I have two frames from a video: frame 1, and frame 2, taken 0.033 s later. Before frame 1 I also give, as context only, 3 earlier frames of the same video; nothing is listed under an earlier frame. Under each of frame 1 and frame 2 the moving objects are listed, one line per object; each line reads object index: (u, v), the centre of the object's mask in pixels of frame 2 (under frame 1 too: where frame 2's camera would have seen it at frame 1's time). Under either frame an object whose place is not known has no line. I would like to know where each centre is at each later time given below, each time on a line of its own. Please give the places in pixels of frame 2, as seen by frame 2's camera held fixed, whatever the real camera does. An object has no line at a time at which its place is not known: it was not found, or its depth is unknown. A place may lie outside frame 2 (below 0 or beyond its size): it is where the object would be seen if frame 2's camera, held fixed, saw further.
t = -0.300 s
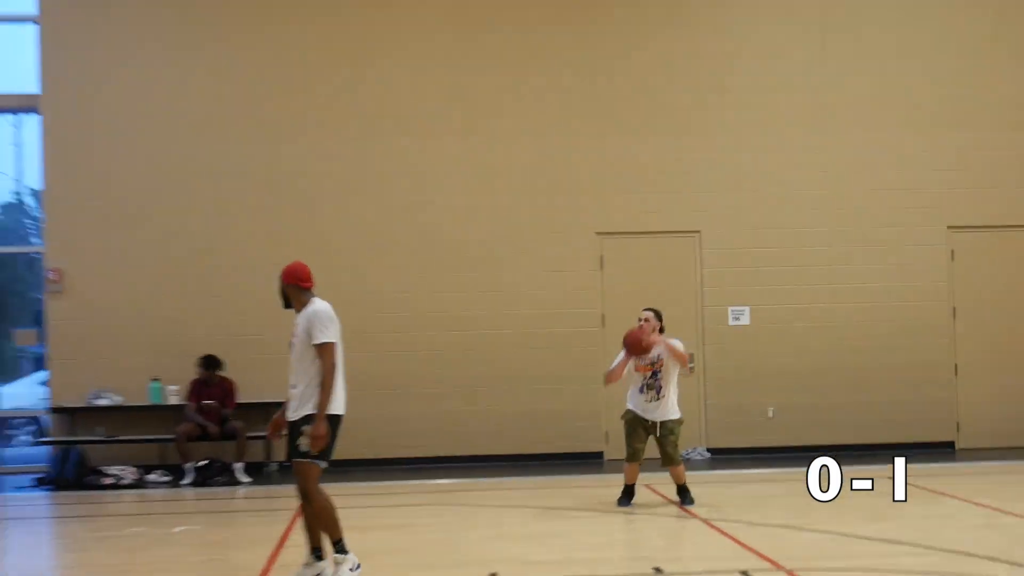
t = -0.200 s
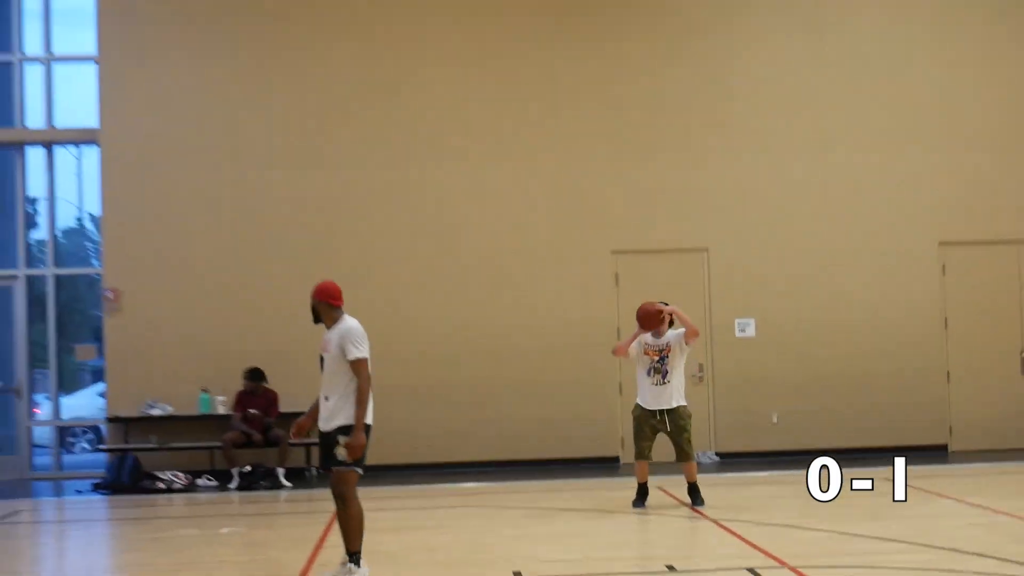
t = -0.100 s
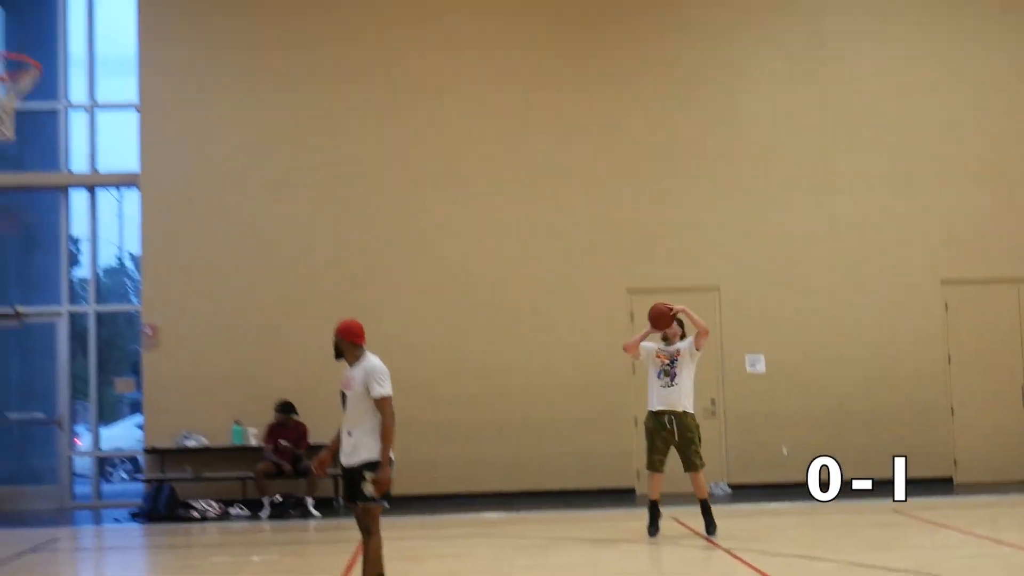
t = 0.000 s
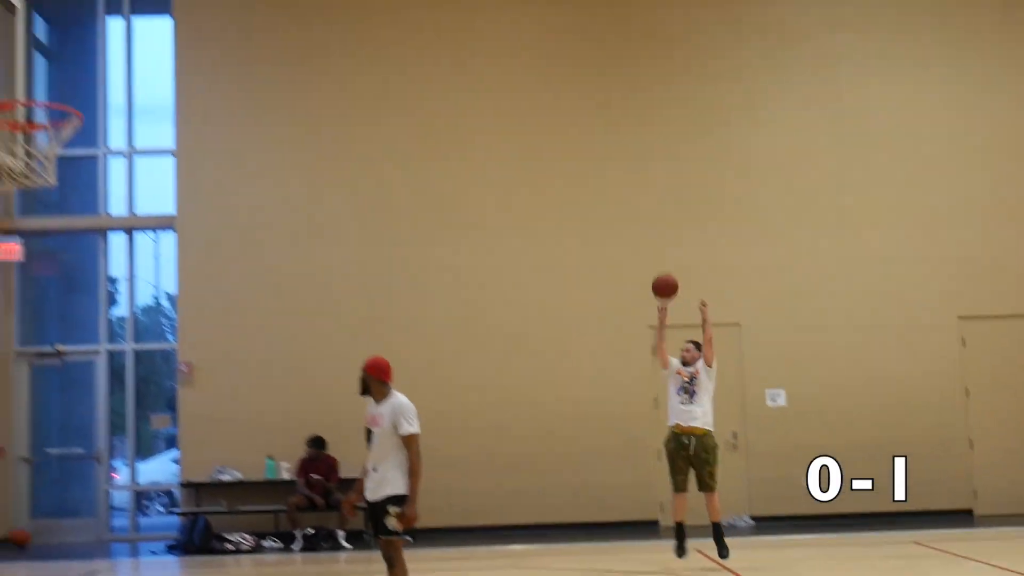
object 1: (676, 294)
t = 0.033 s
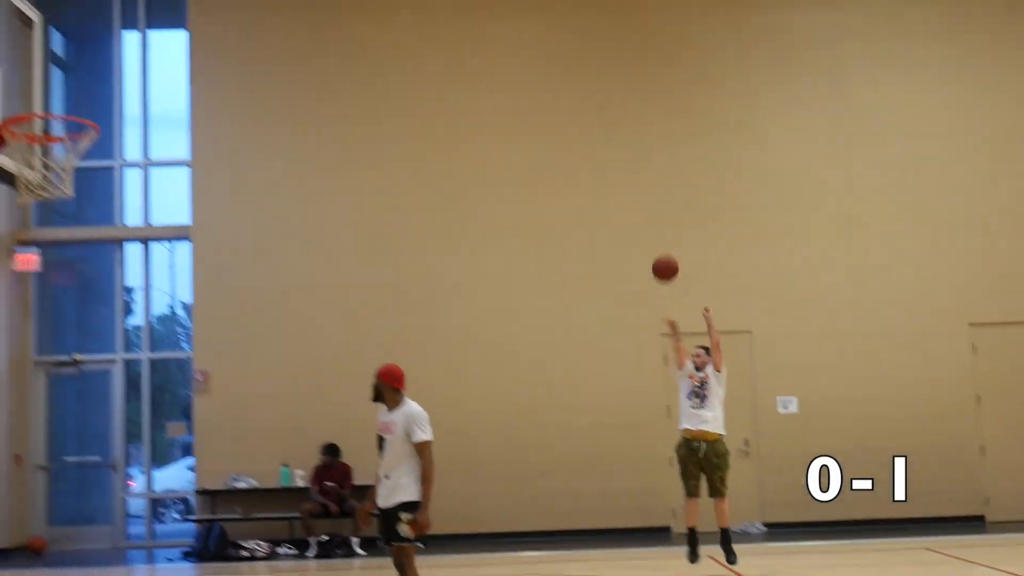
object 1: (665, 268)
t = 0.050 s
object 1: (660, 255)
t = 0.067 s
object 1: (654, 243)
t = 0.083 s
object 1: (649, 230)
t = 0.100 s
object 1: (643, 219)
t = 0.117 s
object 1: (637, 206)
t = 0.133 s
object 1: (632, 195)
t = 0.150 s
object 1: (626, 184)
